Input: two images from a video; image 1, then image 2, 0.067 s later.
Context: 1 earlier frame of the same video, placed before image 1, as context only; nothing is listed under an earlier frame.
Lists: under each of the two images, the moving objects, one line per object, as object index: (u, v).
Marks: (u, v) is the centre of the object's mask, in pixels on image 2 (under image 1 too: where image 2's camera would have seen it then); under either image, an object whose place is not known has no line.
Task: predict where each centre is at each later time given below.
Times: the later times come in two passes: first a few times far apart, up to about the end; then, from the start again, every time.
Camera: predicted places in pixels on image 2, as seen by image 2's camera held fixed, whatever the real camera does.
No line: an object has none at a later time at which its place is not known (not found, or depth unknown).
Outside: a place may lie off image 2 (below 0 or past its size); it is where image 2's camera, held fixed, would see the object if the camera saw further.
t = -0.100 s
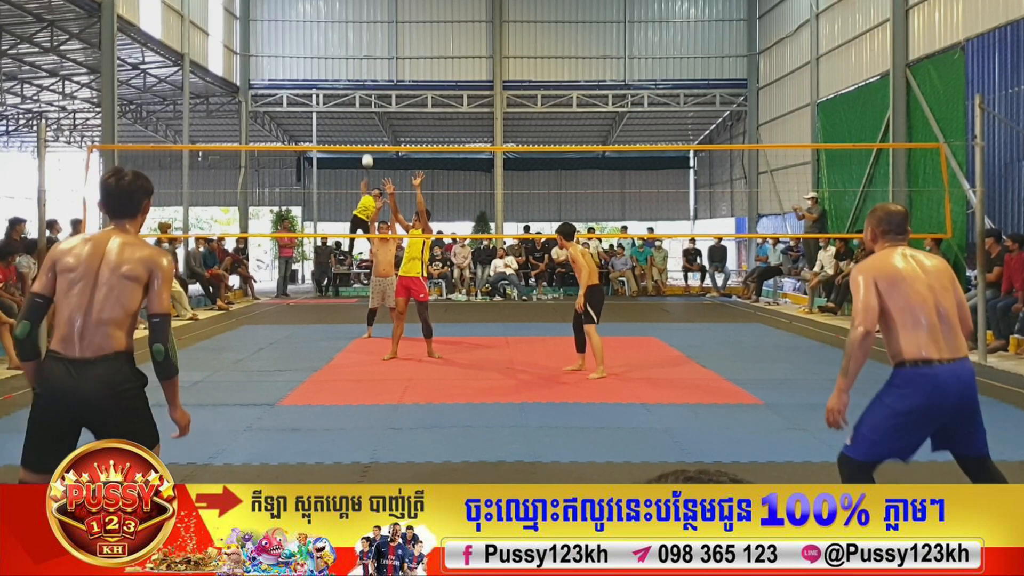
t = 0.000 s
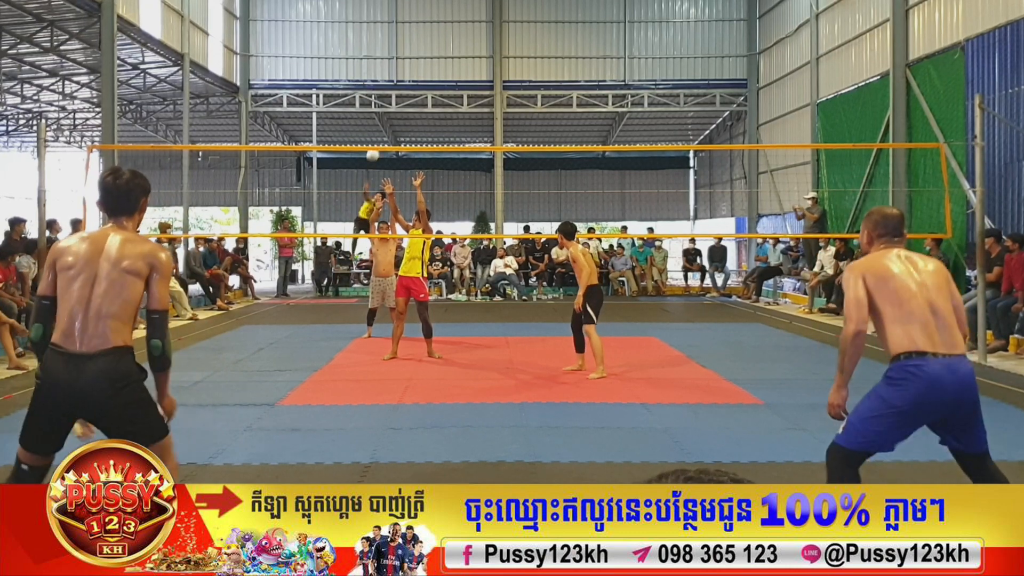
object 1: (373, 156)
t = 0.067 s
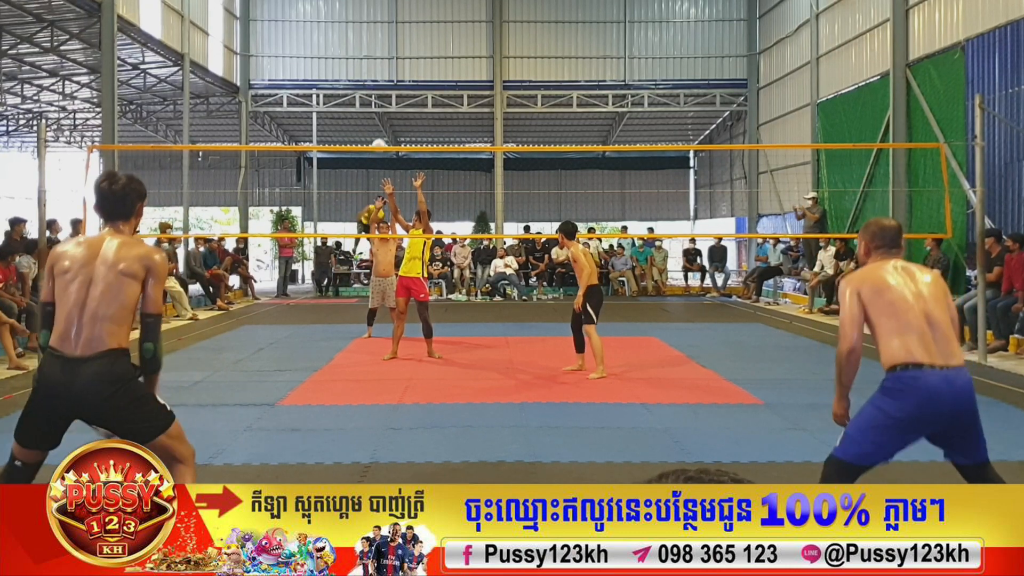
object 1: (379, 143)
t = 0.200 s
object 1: (394, 137)
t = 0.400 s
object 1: (427, 141)
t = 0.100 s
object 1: (382, 141)
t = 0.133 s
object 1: (386, 139)
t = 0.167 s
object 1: (390, 138)
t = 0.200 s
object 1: (394, 137)
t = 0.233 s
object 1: (399, 138)
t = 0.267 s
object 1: (405, 139)
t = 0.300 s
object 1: (411, 140)
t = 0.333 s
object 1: (416, 139)
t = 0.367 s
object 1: (421, 139)
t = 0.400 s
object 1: (427, 141)
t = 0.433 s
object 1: (434, 147)
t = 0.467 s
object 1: (442, 154)
